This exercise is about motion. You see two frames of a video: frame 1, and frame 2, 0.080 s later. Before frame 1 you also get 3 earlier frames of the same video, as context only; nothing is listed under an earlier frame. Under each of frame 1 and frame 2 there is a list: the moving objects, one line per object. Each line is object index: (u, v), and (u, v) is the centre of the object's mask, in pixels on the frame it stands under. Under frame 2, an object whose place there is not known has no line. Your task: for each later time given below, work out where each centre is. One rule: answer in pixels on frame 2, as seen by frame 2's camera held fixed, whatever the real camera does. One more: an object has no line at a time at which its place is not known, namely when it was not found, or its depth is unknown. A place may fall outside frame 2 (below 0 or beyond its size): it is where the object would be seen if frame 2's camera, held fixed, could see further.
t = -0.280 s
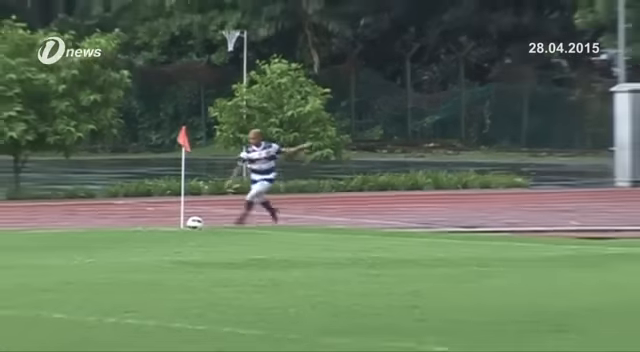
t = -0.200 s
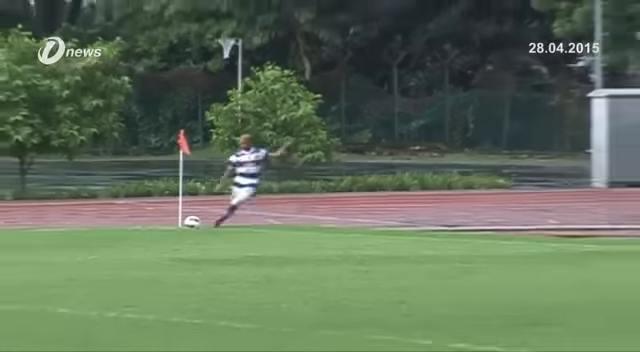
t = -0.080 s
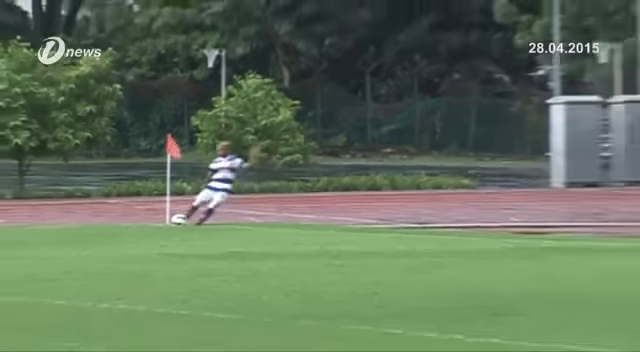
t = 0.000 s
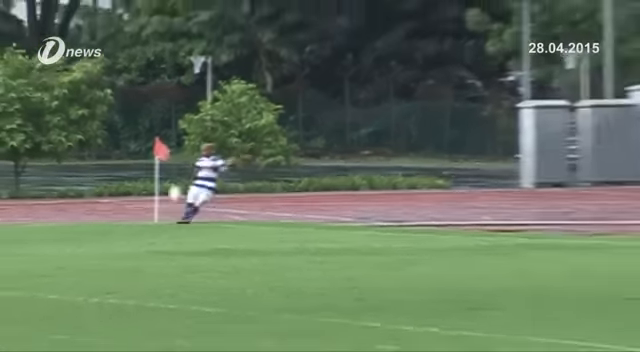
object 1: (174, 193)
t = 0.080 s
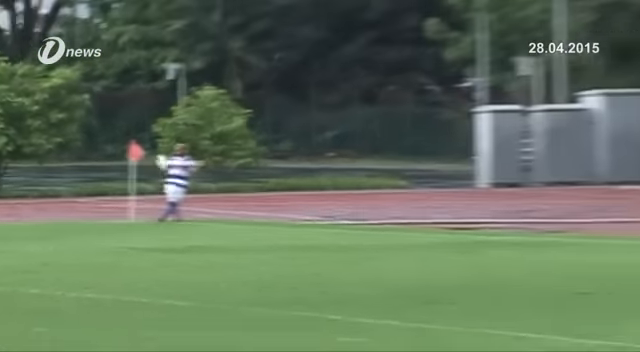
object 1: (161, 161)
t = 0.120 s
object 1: (166, 144)
